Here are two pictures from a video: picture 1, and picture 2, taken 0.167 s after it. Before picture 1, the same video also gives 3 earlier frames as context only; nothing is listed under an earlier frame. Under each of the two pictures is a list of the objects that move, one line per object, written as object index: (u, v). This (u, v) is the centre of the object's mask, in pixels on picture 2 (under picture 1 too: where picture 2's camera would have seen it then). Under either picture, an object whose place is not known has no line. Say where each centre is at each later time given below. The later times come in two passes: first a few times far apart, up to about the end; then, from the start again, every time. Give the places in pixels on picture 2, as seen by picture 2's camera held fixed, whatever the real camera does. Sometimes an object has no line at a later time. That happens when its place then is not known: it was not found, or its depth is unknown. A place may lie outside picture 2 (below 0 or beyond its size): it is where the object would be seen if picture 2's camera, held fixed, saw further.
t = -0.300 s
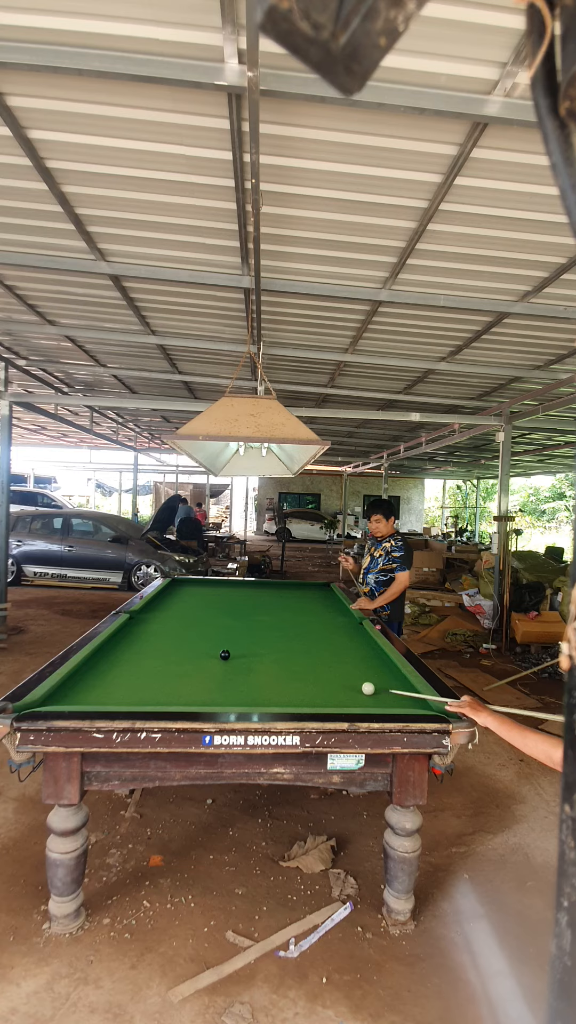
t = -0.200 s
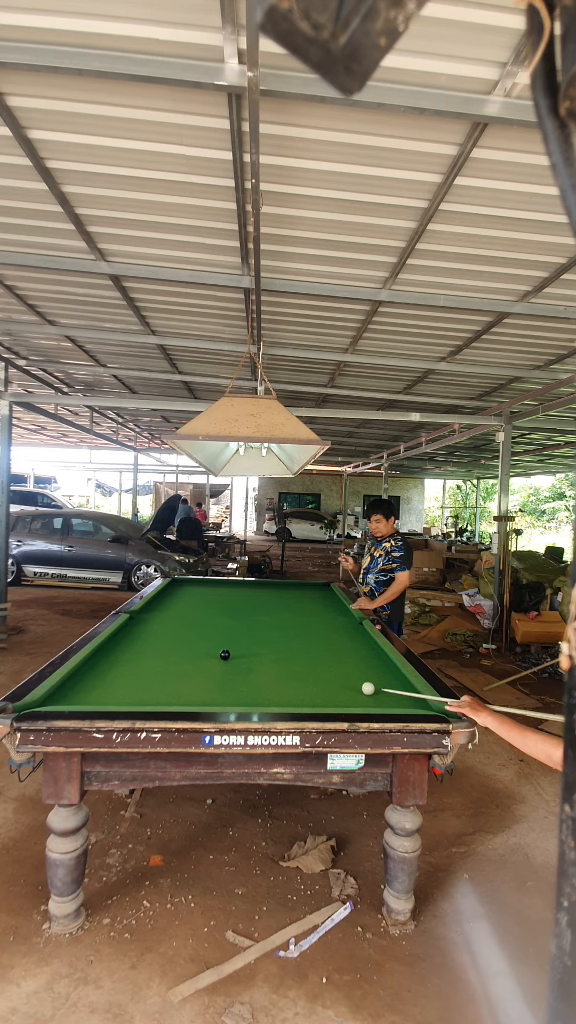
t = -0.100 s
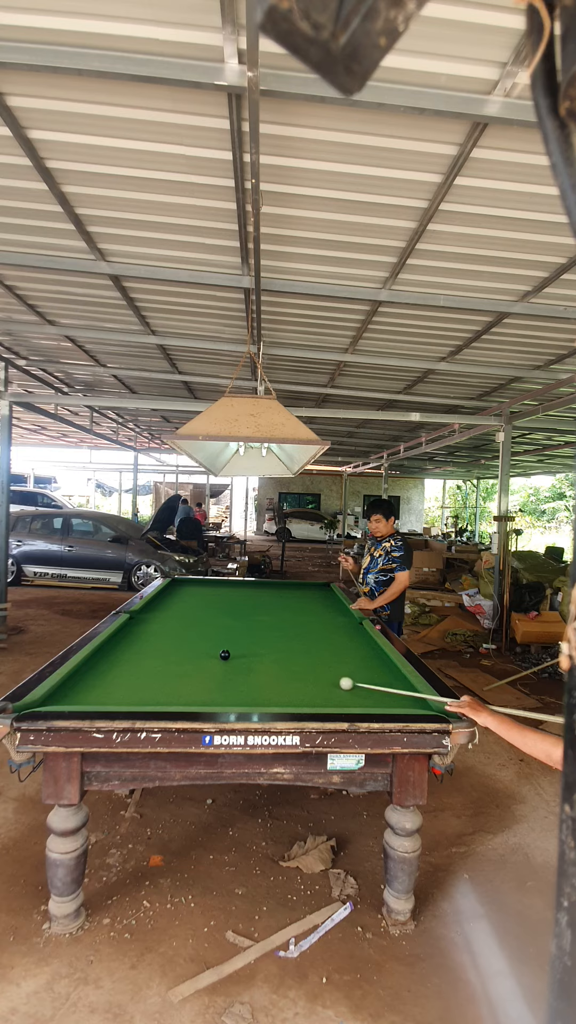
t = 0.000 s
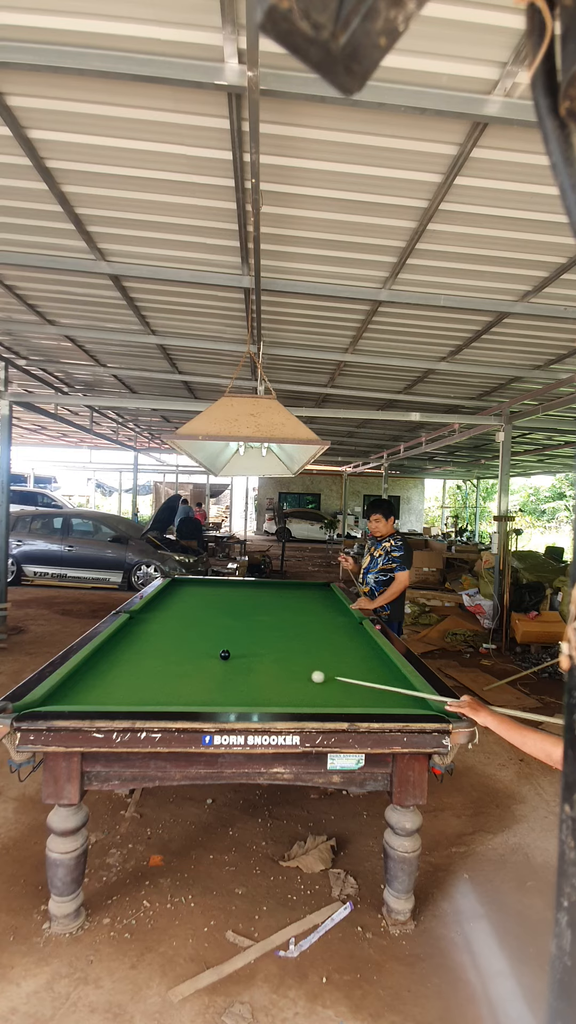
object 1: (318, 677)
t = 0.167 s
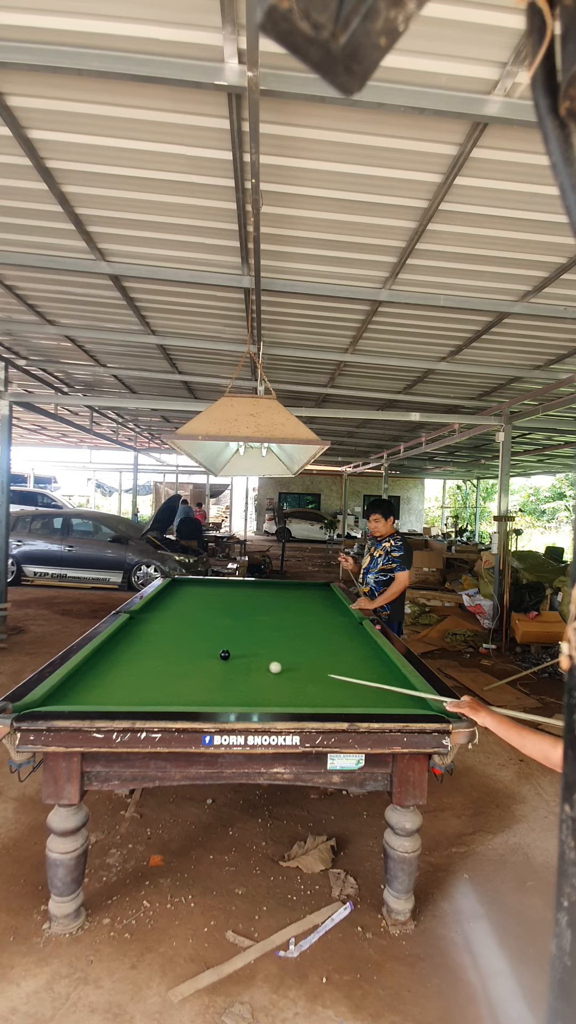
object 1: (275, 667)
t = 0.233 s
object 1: (259, 664)
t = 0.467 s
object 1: (221, 658)
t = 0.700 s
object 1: (197, 658)
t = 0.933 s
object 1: (174, 658)
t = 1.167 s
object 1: (153, 657)
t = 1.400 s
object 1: (133, 657)
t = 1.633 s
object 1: (114, 657)
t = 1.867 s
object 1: (97, 657)
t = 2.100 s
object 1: (99, 657)
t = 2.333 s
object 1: (107, 657)
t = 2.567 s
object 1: (113, 658)
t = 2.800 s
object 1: (118, 658)
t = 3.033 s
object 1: (121, 658)
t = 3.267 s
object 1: (123, 659)
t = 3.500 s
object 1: (122, 659)
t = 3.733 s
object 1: (122, 659)
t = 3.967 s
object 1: (122, 659)
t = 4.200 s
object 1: (122, 659)
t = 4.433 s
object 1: (122, 659)
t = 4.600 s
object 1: (122, 659)
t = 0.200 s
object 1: (267, 666)
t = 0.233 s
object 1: (259, 664)
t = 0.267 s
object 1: (252, 662)
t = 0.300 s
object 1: (244, 661)
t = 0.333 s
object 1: (237, 659)
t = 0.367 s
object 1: (230, 658)
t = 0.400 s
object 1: (228, 658)
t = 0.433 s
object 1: (224, 658)
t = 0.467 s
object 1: (221, 658)
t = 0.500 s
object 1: (217, 658)
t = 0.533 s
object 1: (214, 658)
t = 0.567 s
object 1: (210, 658)
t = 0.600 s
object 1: (207, 658)
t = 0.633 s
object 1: (204, 658)
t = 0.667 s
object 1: (200, 658)
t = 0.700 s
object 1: (197, 658)
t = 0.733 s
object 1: (193, 658)
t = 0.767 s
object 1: (190, 658)
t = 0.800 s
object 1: (187, 658)
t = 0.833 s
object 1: (184, 658)
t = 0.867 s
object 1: (180, 658)
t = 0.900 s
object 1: (177, 658)
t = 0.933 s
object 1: (174, 658)
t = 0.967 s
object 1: (171, 658)
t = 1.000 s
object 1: (168, 658)
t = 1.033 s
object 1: (165, 658)
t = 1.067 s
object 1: (162, 658)
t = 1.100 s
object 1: (159, 658)
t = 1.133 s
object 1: (156, 658)
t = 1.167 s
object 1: (153, 657)
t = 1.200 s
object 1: (150, 657)
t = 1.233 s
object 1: (147, 657)
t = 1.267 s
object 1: (144, 657)
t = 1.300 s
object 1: (141, 657)
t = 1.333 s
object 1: (138, 657)
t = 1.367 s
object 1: (136, 657)
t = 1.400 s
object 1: (133, 657)
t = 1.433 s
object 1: (130, 657)
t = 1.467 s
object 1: (127, 657)
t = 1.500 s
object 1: (125, 657)
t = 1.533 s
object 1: (122, 657)
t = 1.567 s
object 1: (120, 657)
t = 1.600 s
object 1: (117, 657)
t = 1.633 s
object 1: (114, 657)
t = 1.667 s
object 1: (112, 657)
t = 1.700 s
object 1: (109, 657)
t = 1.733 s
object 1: (107, 657)
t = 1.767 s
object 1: (105, 657)
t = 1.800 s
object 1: (102, 657)
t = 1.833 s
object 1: (100, 657)
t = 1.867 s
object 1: (97, 657)
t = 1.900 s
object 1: (95, 657)
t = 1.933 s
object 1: (93, 657)
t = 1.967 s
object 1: (93, 657)
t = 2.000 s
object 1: (95, 657)
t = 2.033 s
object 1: (96, 657)
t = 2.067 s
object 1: (97, 657)
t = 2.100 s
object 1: (99, 657)
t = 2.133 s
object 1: (100, 657)
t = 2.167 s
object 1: (101, 657)
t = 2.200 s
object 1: (102, 657)
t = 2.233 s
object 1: (104, 657)
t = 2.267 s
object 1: (105, 657)
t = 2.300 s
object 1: (106, 658)
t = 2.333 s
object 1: (107, 657)
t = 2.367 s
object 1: (108, 658)
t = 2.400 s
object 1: (109, 658)
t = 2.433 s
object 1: (110, 658)
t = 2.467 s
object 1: (111, 658)
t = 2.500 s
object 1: (112, 658)
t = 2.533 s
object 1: (113, 658)
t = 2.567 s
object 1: (113, 658)
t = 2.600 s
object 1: (114, 658)
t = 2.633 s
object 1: (115, 658)
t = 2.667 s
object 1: (116, 658)
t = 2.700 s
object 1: (117, 658)
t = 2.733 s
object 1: (117, 658)
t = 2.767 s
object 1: (118, 658)
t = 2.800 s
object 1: (118, 658)
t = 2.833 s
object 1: (119, 658)
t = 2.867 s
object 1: (119, 658)
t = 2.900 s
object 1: (120, 658)
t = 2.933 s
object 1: (120, 658)
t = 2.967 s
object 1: (121, 658)
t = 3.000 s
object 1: (121, 658)
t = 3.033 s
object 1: (121, 658)
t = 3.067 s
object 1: (122, 658)
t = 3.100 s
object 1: (122, 658)
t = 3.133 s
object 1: (122, 658)
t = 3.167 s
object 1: (122, 659)
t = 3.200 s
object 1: (122, 659)
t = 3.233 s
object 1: (123, 659)
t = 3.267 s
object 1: (123, 659)
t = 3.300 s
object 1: (123, 659)
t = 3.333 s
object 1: (122, 659)
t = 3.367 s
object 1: (122, 659)
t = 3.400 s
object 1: (122, 659)
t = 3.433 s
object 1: (122, 659)
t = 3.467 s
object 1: (122, 659)
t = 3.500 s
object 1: (122, 659)
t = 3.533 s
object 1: (122, 659)
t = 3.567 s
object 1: (122, 659)
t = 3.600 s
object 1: (122, 659)
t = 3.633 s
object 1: (122, 659)
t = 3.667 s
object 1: (122, 659)
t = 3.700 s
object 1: (122, 659)
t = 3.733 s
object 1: (122, 659)
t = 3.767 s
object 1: (122, 659)
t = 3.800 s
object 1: (122, 659)
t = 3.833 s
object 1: (122, 659)
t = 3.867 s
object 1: (122, 659)
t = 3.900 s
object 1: (122, 659)
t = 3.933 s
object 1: (122, 659)
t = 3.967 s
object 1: (122, 659)
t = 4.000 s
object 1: (122, 659)
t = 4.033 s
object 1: (122, 659)
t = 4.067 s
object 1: (122, 659)
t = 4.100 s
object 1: (122, 659)
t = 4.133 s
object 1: (122, 659)
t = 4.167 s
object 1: (122, 659)
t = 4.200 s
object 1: (122, 659)
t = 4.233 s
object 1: (122, 659)
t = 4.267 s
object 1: (122, 659)
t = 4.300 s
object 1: (122, 659)
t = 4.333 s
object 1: (122, 659)
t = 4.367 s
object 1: (122, 659)
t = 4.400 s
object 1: (122, 659)
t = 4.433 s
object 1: (122, 659)
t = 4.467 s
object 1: (122, 659)
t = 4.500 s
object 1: (122, 659)
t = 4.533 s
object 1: (122, 659)
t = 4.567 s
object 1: (122, 659)
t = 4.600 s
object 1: (122, 659)
